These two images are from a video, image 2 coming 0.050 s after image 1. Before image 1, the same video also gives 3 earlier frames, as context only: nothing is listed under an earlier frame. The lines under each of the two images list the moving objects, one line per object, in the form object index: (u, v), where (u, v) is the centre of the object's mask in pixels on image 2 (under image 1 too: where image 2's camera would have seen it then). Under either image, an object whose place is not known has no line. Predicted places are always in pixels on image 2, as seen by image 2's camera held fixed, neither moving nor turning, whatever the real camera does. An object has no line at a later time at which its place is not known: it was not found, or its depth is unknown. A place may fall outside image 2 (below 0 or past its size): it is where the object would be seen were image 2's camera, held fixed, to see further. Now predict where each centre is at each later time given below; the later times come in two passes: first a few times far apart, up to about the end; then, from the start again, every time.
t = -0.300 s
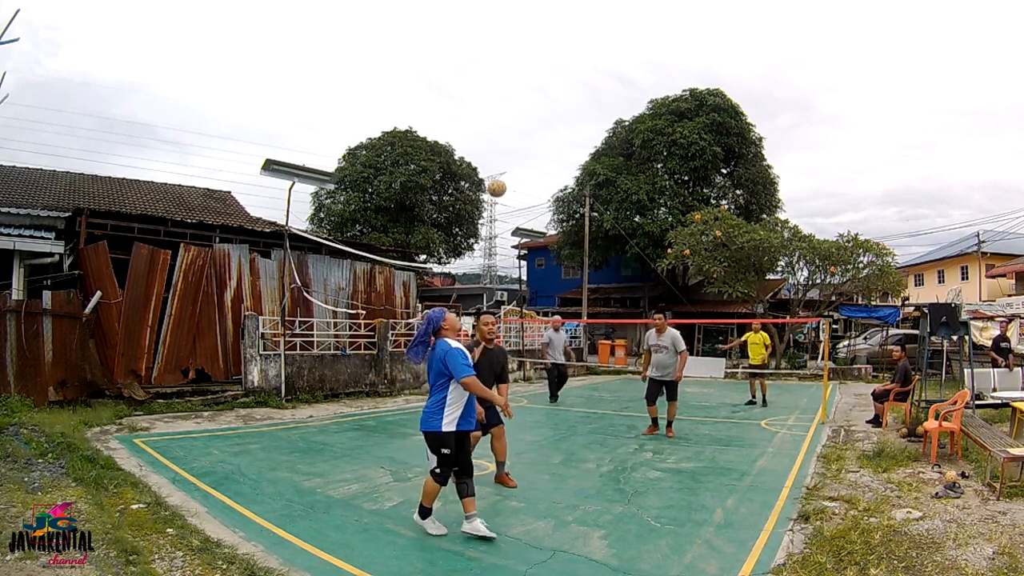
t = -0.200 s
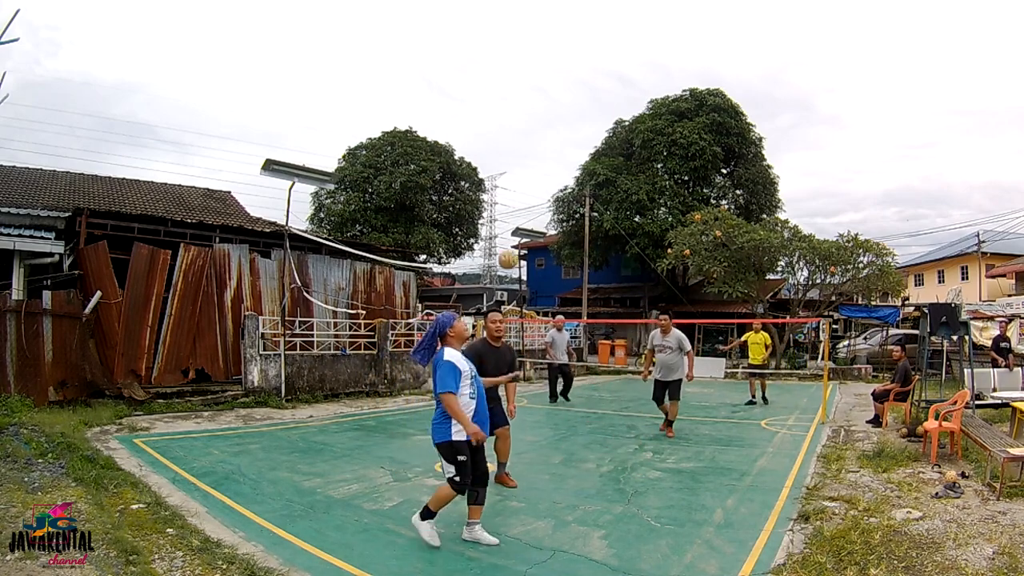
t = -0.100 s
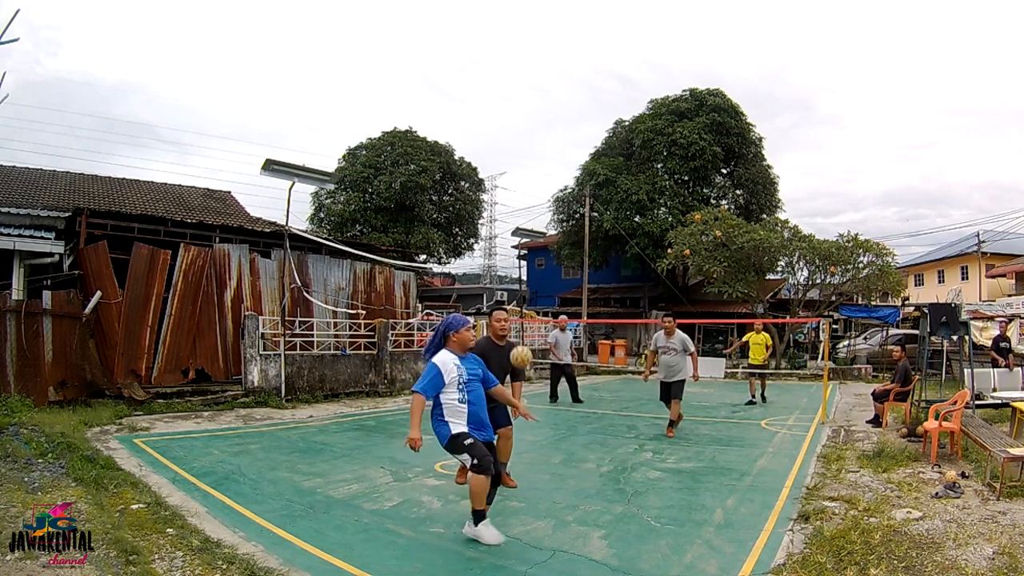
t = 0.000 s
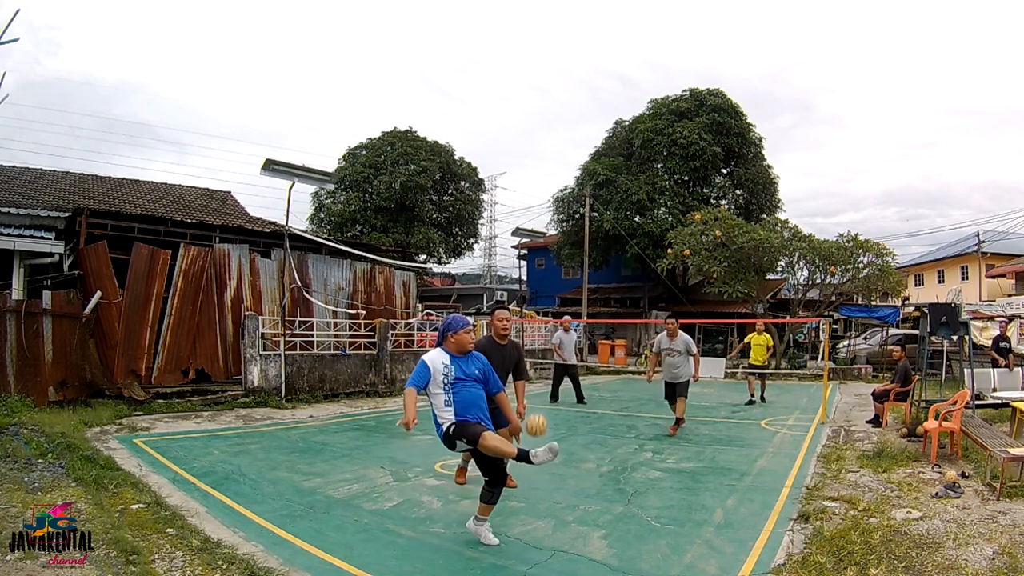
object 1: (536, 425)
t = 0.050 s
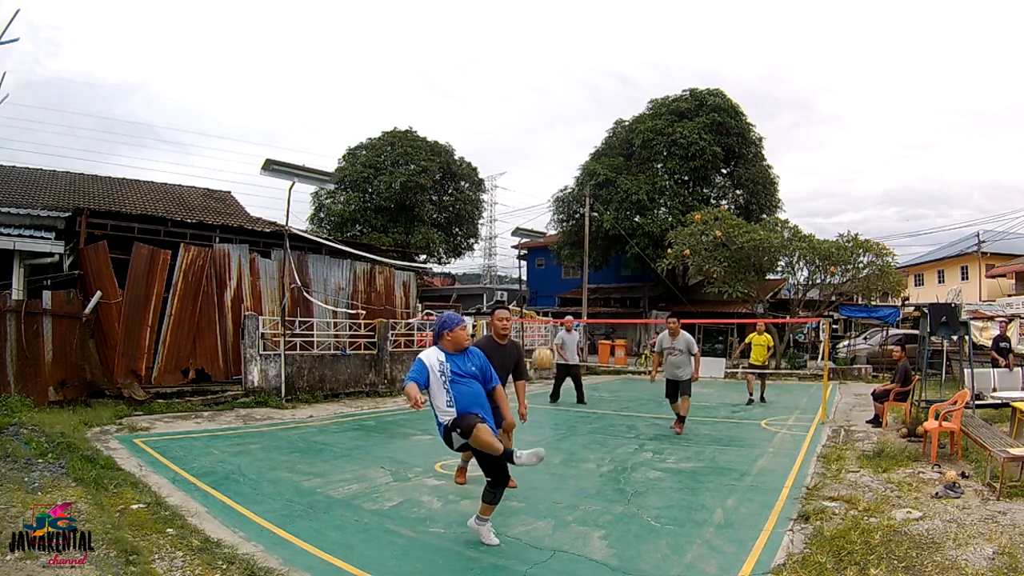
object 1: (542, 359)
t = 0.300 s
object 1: (566, 169)
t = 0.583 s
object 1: (583, 120)
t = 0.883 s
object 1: (595, 152)
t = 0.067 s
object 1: (544, 338)
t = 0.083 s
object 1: (546, 320)
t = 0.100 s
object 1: (548, 302)
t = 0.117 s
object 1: (550, 286)
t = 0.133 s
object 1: (552, 271)
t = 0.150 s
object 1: (553, 257)
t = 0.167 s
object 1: (555, 245)
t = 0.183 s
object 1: (557, 231)
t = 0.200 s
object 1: (558, 221)
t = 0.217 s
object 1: (560, 210)
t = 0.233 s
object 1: (561, 200)
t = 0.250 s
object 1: (563, 191)
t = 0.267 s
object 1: (563, 184)
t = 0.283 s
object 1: (565, 176)
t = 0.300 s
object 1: (566, 169)
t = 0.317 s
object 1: (567, 163)
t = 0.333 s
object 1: (568, 157)
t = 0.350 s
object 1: (570, 152)
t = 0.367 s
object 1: (571, 148)
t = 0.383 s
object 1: (572, 143)
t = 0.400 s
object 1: (573, 139)
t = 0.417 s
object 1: (574, 136)
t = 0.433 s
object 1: (575, 133)
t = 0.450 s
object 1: (576, 130)
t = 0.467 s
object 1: (577, 128)
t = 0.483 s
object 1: (577, 126)
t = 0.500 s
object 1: (578, 124)
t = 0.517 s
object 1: (579, 123)
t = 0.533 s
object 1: (580, 122)
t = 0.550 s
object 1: (581, 121)
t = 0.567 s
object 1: (582, 120)
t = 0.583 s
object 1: (583, 120)
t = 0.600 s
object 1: (583, 120)
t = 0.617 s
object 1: (584, 120)
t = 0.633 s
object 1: (585, 121)
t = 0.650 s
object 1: (586, 121)
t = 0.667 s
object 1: (586, 122)
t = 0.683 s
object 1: (587, 124)
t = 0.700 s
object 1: (588, 125)
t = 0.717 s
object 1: (589, 126)
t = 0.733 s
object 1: (589, 128)
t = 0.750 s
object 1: (590, 130)
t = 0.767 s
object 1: (591, 132)
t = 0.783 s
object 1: (591, 134)
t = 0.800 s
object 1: (592, 137)
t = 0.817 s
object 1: (593, 140)
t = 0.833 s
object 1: (594, 143)
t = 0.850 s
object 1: (594, 145)
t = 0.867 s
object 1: (595, 149)
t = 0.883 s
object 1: (595, 152)
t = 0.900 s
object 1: (596, 155)
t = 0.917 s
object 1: (596, 158)
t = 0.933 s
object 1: (597, 162)
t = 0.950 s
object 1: (598, 166)
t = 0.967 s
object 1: (598, 170)
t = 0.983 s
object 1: (599, 175)
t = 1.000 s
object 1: (599, 179)
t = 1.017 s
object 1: (600, 184)
